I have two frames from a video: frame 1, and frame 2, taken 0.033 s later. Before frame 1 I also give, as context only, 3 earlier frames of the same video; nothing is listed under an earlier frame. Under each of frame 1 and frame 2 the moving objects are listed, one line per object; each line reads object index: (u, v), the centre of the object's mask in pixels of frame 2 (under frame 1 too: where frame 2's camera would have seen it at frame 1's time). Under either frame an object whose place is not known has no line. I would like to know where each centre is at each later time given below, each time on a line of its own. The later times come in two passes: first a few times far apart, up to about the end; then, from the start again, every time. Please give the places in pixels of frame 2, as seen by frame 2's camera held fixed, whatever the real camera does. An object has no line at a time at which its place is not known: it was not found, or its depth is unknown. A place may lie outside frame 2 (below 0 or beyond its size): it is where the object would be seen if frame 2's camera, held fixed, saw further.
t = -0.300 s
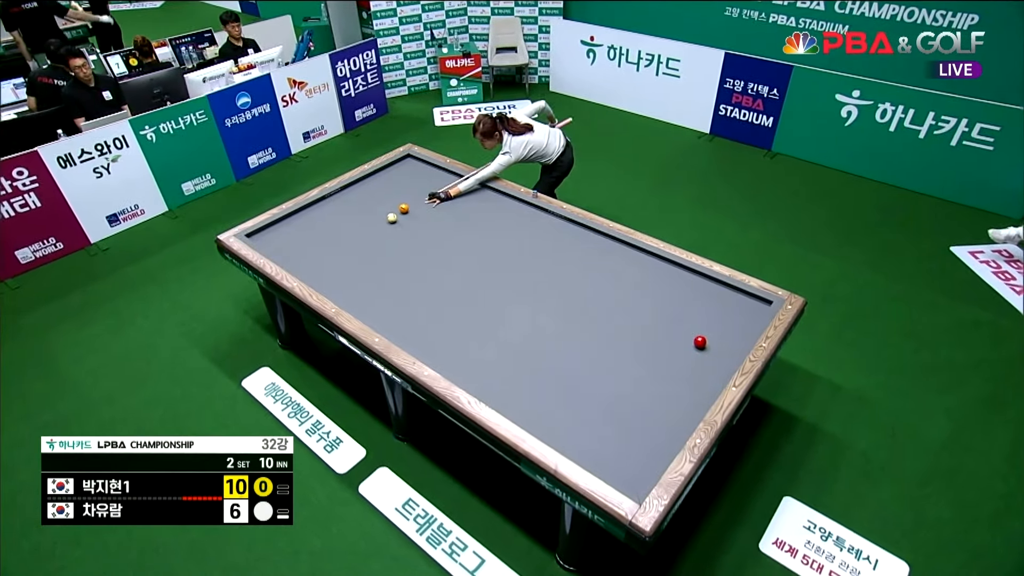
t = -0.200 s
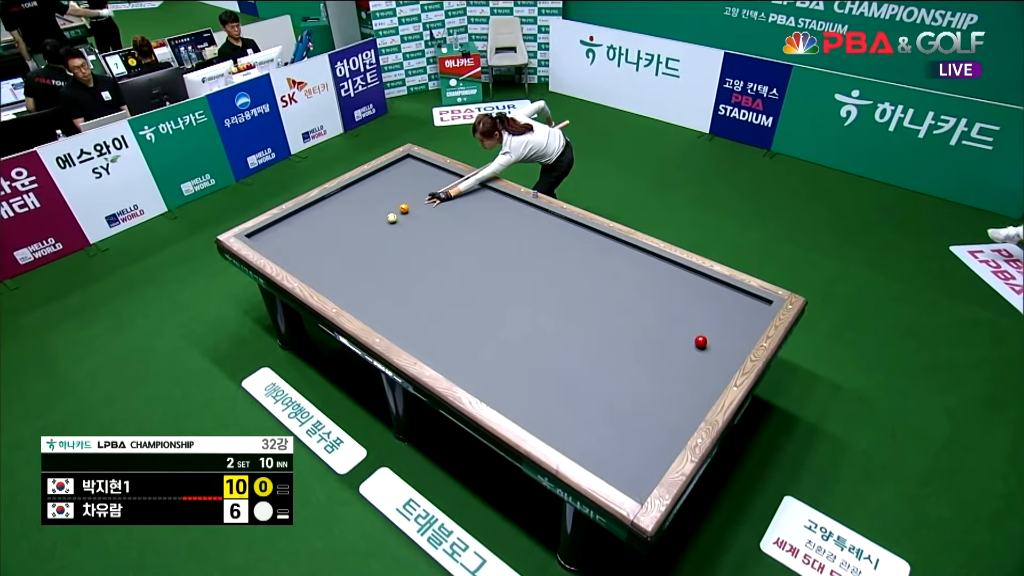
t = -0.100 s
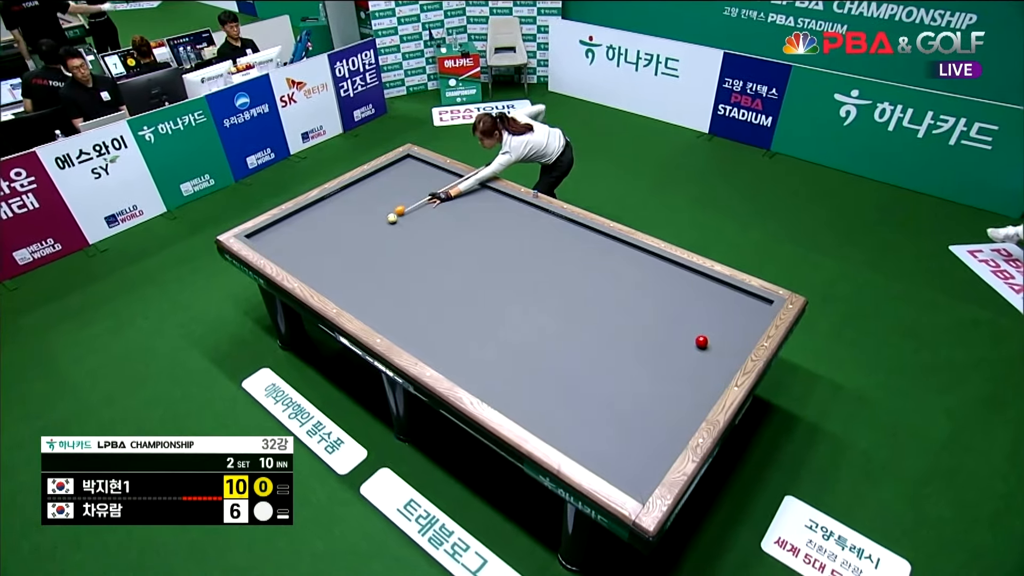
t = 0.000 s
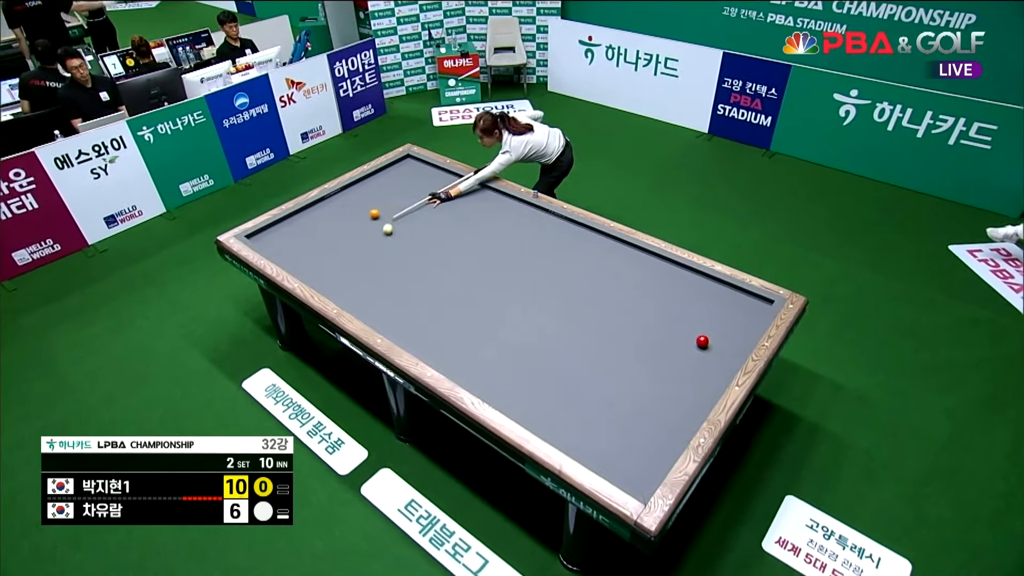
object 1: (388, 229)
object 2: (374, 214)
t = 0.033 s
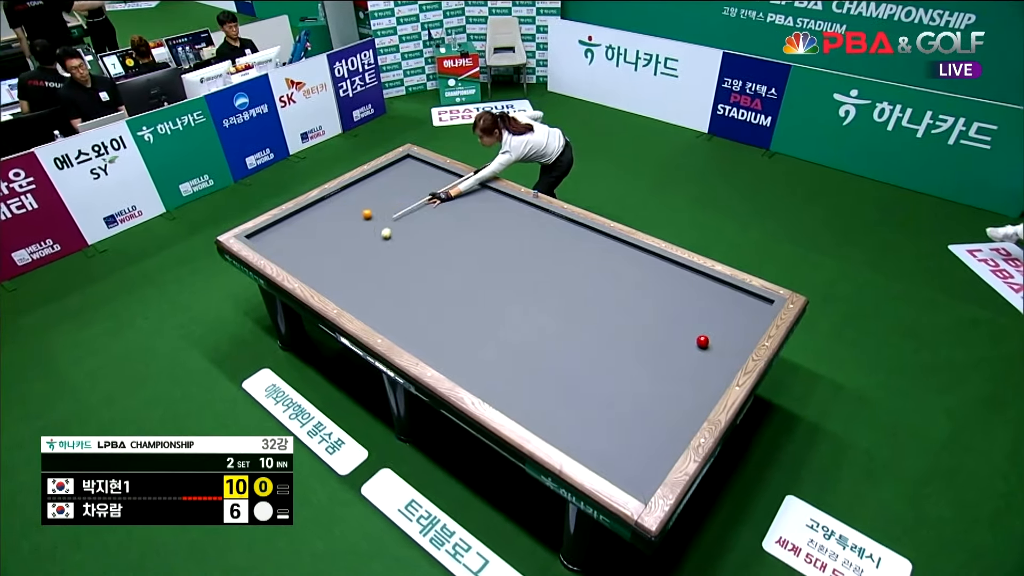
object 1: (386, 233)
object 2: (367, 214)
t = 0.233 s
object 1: (376, 257)
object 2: (329, 215)
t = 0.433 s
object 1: (366, 281)
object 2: (298, 215)
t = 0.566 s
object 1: (359, 299)
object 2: (287, 224)
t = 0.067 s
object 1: (384, 238)
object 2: (360, 214)
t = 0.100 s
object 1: (382, 242)
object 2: (353, 215)
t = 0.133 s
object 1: (381, 246)
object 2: (347, 215)
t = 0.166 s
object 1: (379, 250)
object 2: (340, 215)
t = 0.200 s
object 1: (377, 253)
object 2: (334, 215)
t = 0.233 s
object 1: (376, 257)
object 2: (329, 215)
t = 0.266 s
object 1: (374, 261)
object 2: (324, 215)
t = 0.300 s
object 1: (373, 265)
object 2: (319, 215)
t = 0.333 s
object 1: (371, 269)
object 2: (314, 215)
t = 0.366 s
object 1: (369, 273)
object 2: (308, 215)
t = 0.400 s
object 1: (368, 277)
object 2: (303, 215)
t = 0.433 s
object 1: (366, 281)
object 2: (298, 215)
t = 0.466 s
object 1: (364, 285)
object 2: (293, 215)
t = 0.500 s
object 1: (362, 290)
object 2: (291, 218)
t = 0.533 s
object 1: (361, 294)
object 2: (289, 221)
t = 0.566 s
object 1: (359, 299)
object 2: (287, 224)
